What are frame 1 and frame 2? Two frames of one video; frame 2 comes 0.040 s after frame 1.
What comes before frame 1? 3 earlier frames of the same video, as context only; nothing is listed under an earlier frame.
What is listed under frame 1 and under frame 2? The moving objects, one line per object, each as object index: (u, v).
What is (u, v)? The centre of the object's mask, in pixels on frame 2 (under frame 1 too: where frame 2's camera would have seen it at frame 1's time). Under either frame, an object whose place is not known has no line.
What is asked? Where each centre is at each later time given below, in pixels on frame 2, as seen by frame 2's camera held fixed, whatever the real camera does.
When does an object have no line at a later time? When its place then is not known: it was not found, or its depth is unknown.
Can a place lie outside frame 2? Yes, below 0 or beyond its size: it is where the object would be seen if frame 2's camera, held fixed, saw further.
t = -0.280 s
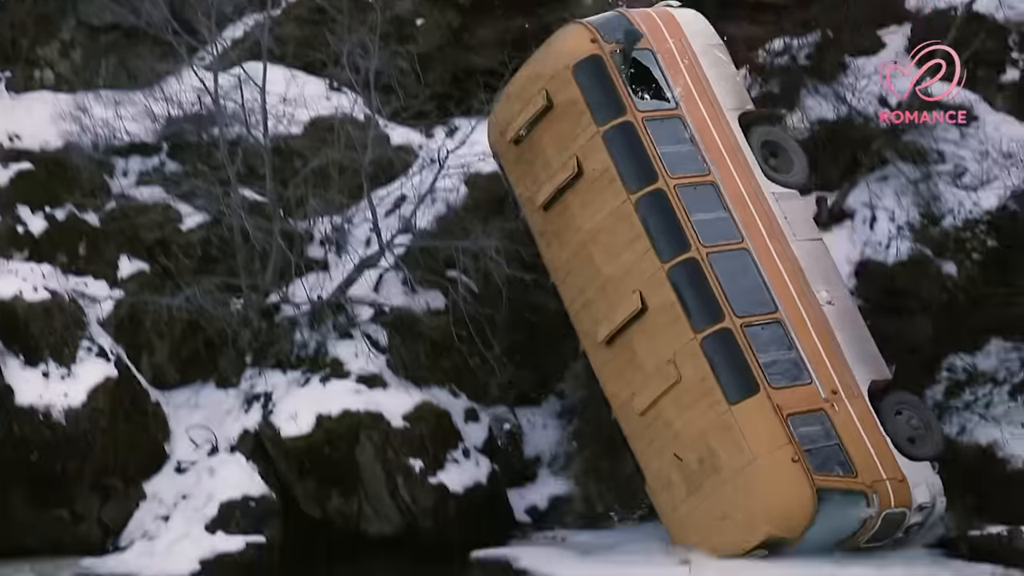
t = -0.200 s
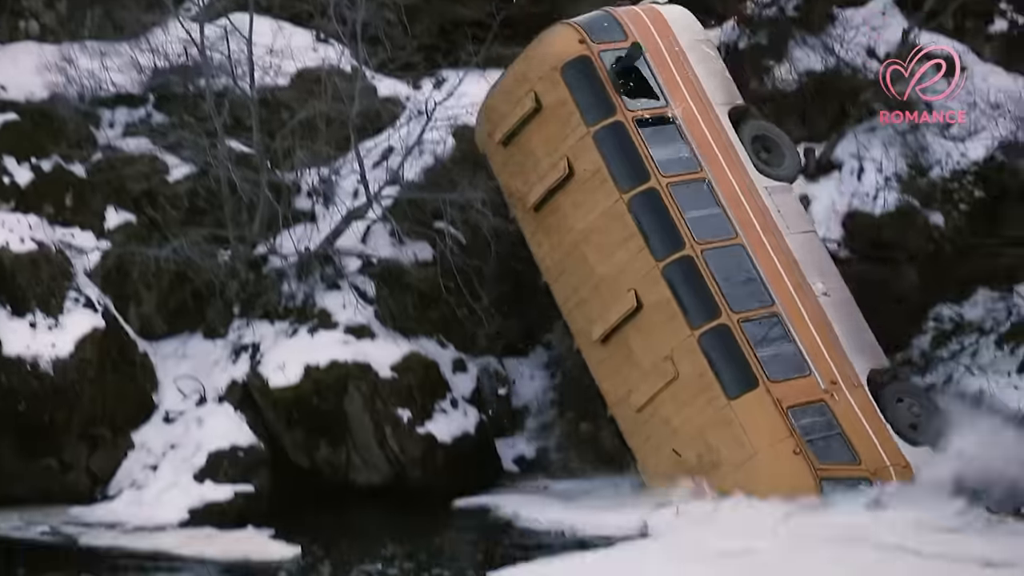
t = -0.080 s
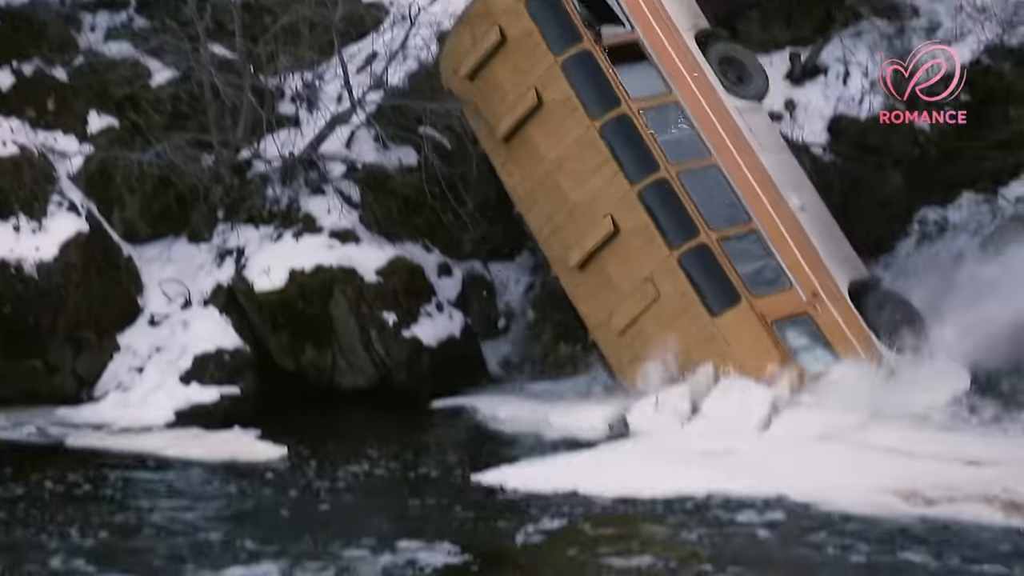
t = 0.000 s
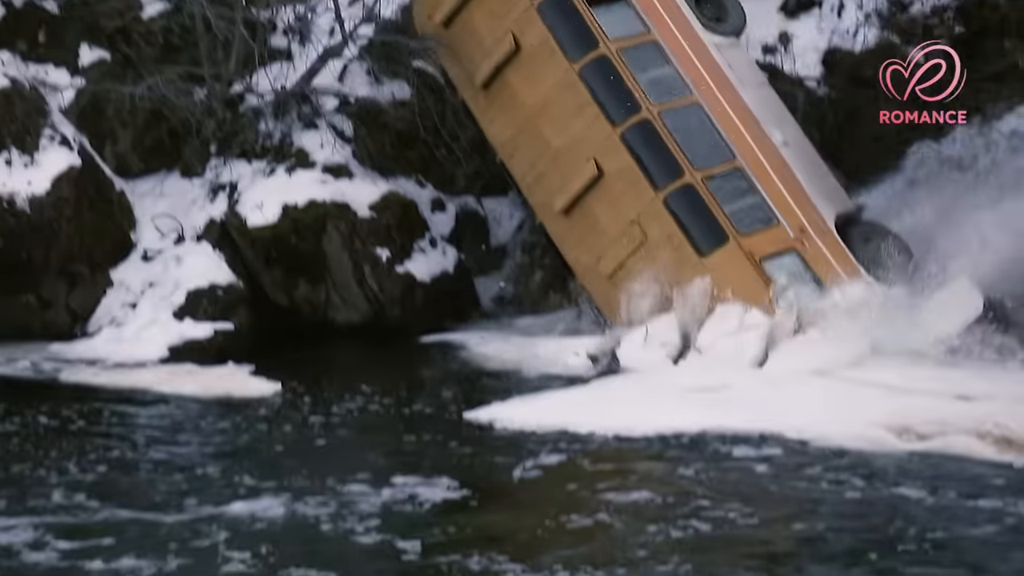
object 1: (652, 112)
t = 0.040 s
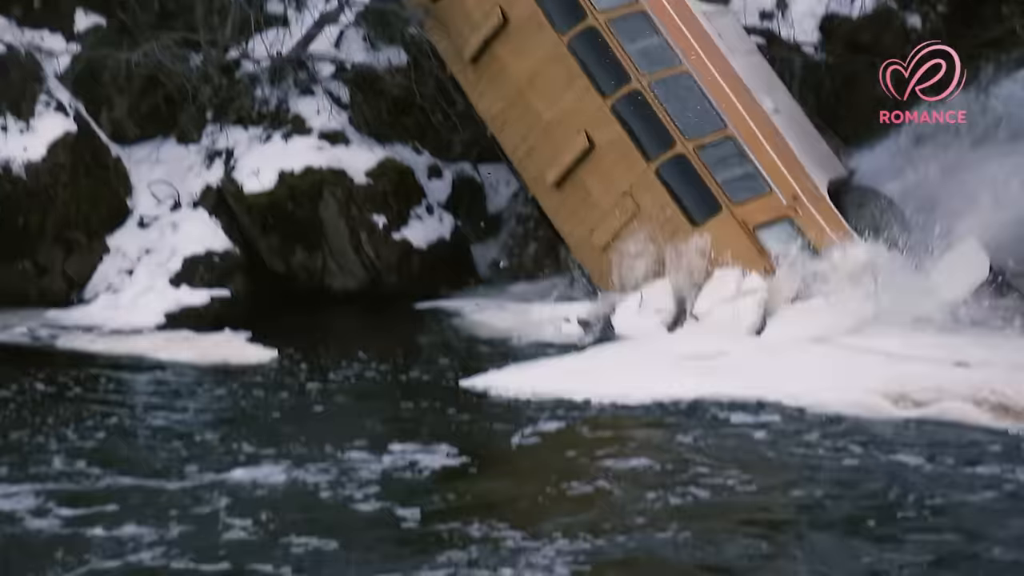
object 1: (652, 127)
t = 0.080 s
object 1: (651, 140)
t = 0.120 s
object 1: (648, 150)
